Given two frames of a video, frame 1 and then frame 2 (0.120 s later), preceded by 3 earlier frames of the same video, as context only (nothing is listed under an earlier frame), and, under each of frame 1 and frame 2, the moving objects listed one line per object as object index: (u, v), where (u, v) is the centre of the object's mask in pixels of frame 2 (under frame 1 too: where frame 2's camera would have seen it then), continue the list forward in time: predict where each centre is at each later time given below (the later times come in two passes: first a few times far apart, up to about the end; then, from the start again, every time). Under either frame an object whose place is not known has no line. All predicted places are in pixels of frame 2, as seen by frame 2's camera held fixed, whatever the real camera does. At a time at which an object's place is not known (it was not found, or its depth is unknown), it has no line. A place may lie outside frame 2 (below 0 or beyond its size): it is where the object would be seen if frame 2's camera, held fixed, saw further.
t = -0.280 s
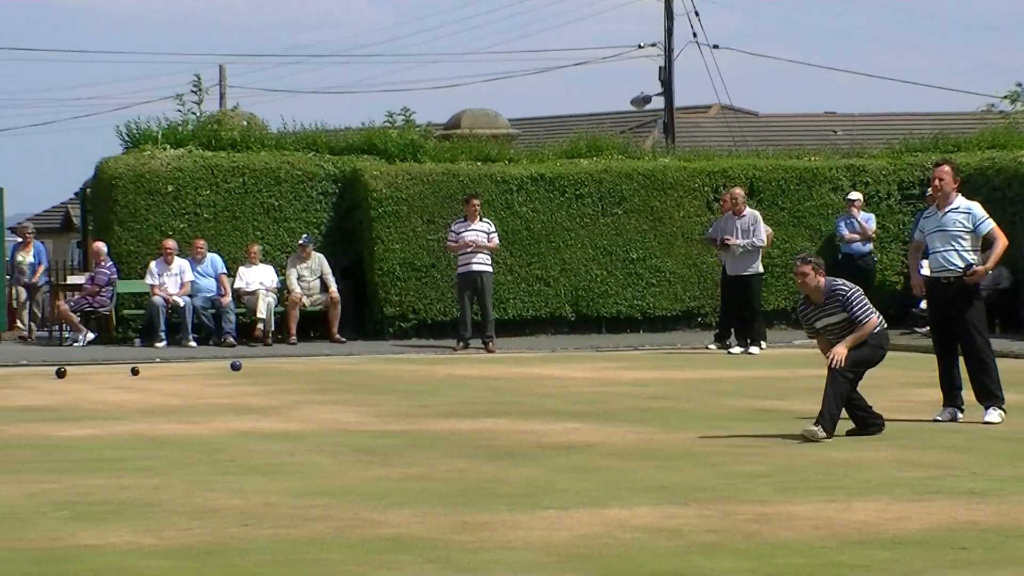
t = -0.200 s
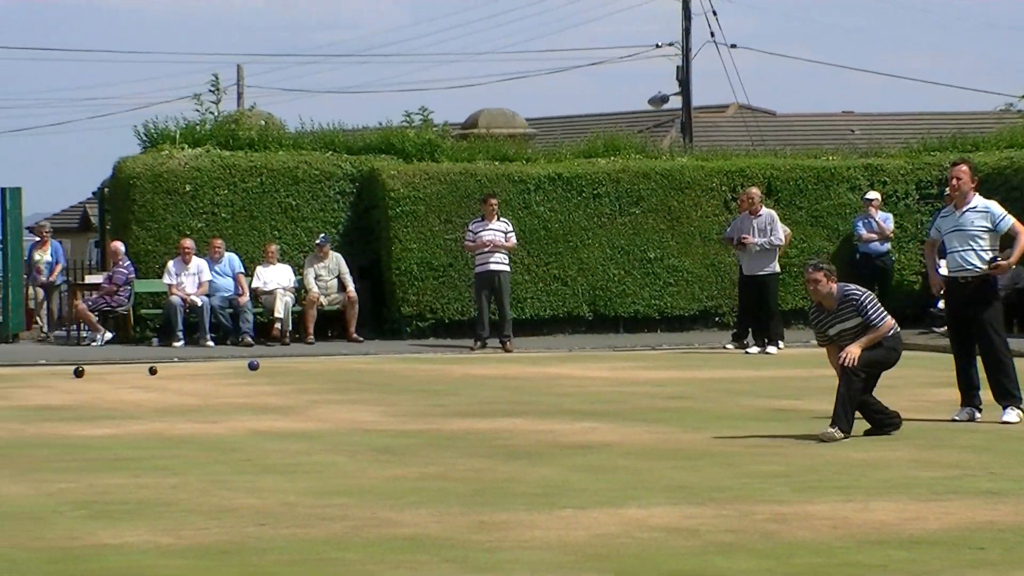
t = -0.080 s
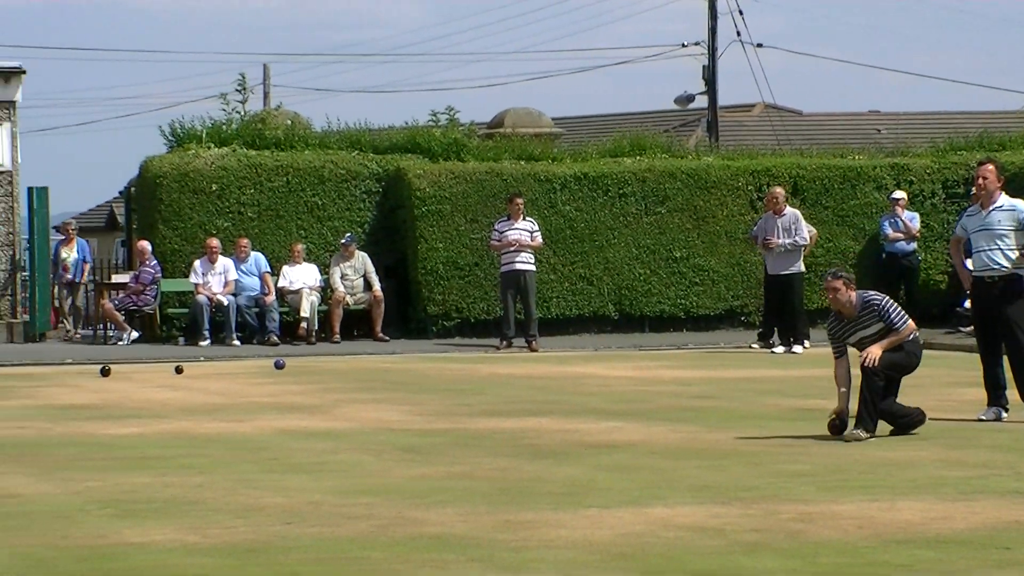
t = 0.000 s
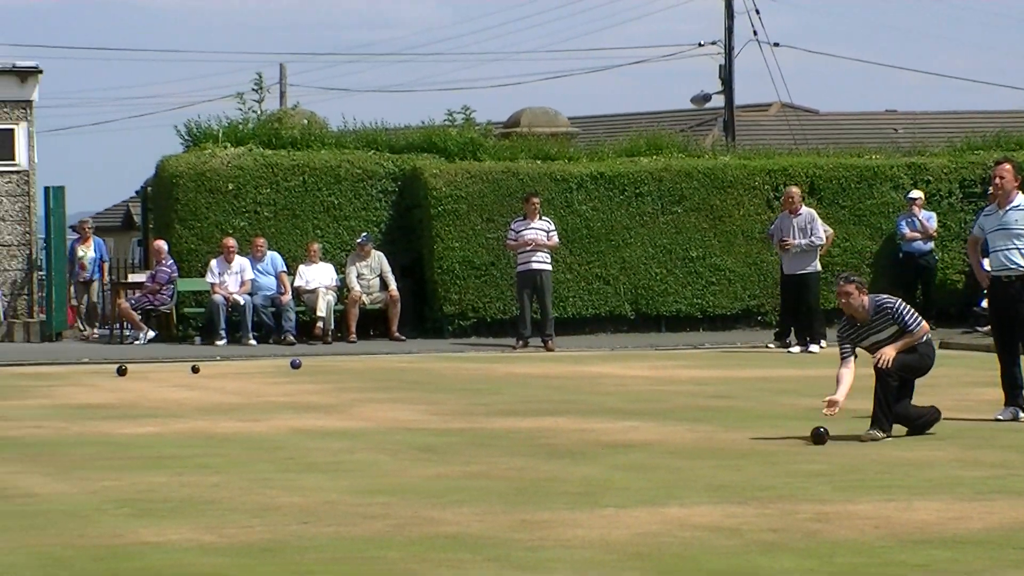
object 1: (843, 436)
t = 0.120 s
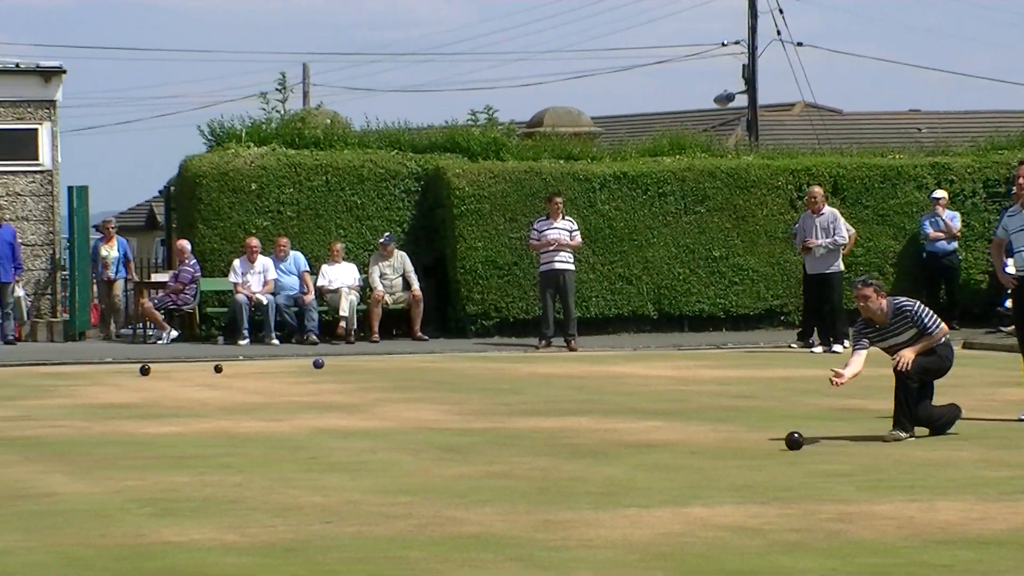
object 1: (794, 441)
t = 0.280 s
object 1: (737, 447)
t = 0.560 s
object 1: (638, 458)
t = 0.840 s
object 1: (535, 473)
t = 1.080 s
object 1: (440, 487)
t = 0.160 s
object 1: (780, 440)
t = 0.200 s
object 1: (765, 442)
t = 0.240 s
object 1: (751, 446)
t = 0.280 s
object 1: (737, 447)
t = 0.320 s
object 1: (723, 448)
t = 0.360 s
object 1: (709, 450)
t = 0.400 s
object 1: (695, 451)
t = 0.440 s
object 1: (681, 454)
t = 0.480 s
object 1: (667, 455)
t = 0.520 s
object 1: (652, 457)
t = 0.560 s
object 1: (638, 458)
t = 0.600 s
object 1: (624, 460)
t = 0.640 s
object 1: (609, 462)
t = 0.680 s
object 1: (595, 465)
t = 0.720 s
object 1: (580, 467)
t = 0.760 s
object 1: (565, 469)
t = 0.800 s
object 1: (550, 471)
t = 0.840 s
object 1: (535, 473)
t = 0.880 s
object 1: (520, 476)
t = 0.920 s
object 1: (504, 477)
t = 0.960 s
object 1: (488, 480)
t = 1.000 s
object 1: (472, 482)
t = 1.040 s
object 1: (456, 484)
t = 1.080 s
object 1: (440, 487)
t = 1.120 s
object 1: (424, 489)
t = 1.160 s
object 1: (408, 491)
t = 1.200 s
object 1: (391, 494)
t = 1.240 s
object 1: (374, 496)
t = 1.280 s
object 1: (357, 499)
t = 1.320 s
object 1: (339, 502)
